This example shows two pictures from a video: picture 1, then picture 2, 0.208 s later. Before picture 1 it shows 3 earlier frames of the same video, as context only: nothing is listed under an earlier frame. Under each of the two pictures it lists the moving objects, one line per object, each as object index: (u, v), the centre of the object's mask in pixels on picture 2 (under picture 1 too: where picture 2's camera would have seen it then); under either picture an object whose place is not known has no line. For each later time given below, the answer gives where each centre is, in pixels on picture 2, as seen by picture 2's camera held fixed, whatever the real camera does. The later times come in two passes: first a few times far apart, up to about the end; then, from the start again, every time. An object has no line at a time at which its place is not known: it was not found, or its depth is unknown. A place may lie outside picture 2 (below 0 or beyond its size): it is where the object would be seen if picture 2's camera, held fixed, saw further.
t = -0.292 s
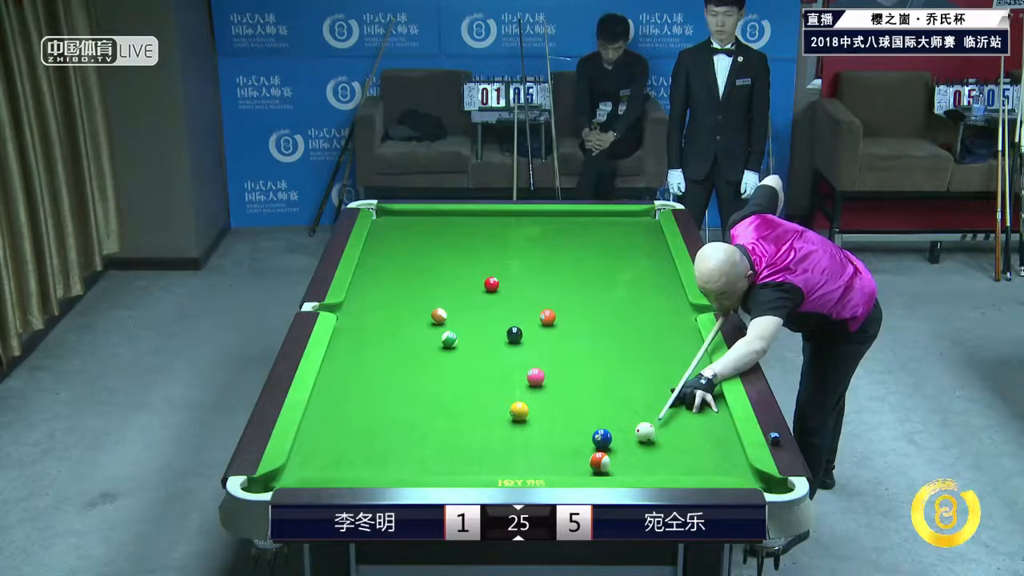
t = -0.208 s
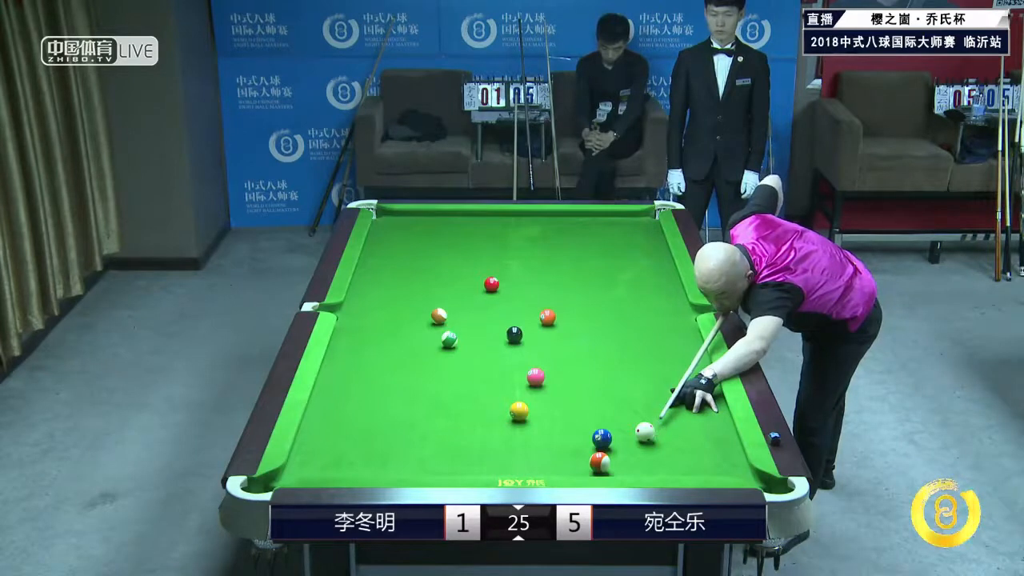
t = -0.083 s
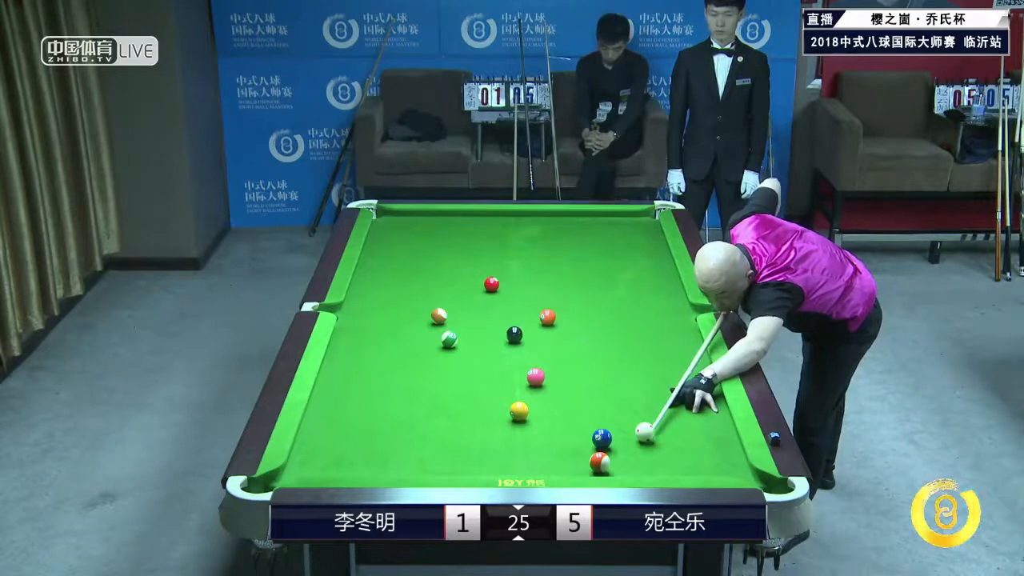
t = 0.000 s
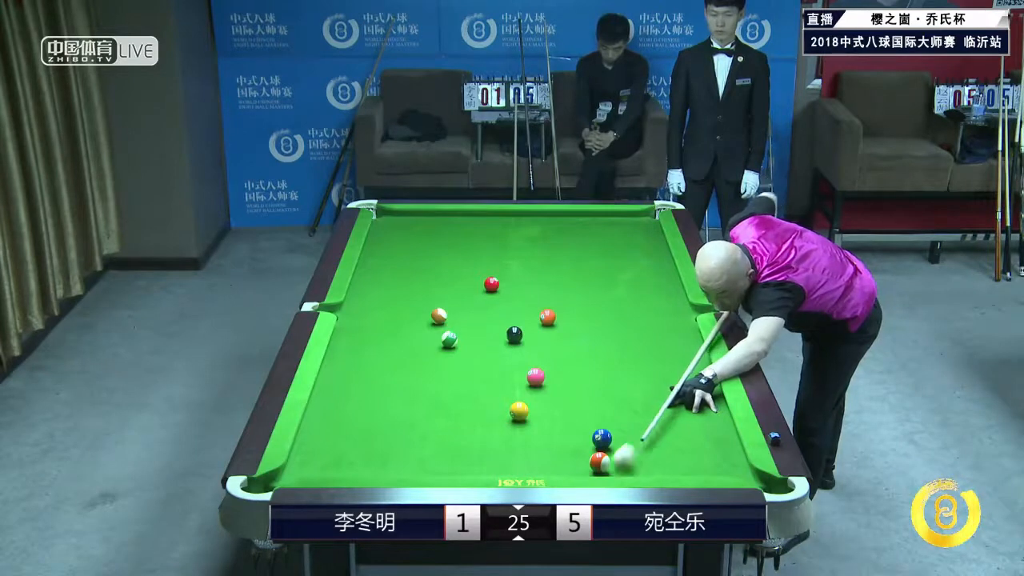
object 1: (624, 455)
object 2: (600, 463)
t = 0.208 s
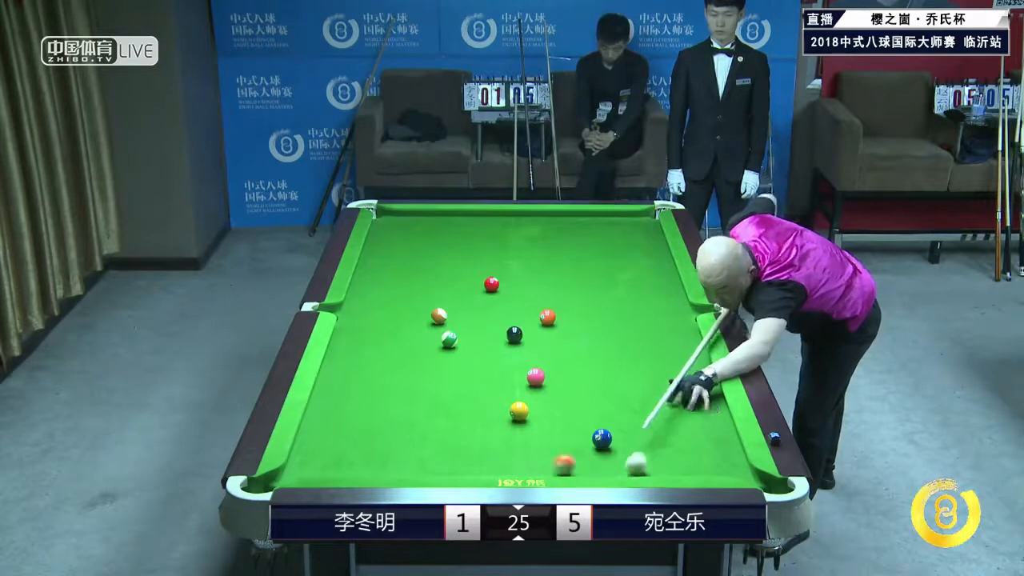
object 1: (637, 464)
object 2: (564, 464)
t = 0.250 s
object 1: (641, 458)
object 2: (557, 465)
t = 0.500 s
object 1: (664, 436)
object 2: (515, 467)
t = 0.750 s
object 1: (685, 416)
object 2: (475, 468)
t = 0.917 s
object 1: (698, 404)
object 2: (448, 469)
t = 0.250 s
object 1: (641, 458)
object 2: (557, 465)
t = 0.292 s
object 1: (645, 455)
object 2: (550, 465)
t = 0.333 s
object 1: (649, 451)
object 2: (542, 465)
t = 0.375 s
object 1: (653, 447)
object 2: (535, 466)
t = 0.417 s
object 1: (656, 443)
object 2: (529, 466)
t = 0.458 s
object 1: (660, 439)
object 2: (522, 466)
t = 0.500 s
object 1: (664, 436)
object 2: (515, 467)
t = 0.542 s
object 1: (668, 432)
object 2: (509, 467)
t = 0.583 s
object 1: (672, 429)
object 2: (502, 467)
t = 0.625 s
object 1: (675, 426)
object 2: (494, 468)
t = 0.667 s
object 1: (678, 422)
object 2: (488, 467)
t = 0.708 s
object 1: (682, 419)
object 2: (481, 468)
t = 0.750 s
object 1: (685, 416)
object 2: (475, 468)
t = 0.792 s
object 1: (688, 413)
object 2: (468, 468)
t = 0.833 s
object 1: (692, 410)
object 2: (462, 468)
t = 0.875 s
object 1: (695, 407)
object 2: (456, 469)
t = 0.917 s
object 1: (698, 404)
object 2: (448, 469)
